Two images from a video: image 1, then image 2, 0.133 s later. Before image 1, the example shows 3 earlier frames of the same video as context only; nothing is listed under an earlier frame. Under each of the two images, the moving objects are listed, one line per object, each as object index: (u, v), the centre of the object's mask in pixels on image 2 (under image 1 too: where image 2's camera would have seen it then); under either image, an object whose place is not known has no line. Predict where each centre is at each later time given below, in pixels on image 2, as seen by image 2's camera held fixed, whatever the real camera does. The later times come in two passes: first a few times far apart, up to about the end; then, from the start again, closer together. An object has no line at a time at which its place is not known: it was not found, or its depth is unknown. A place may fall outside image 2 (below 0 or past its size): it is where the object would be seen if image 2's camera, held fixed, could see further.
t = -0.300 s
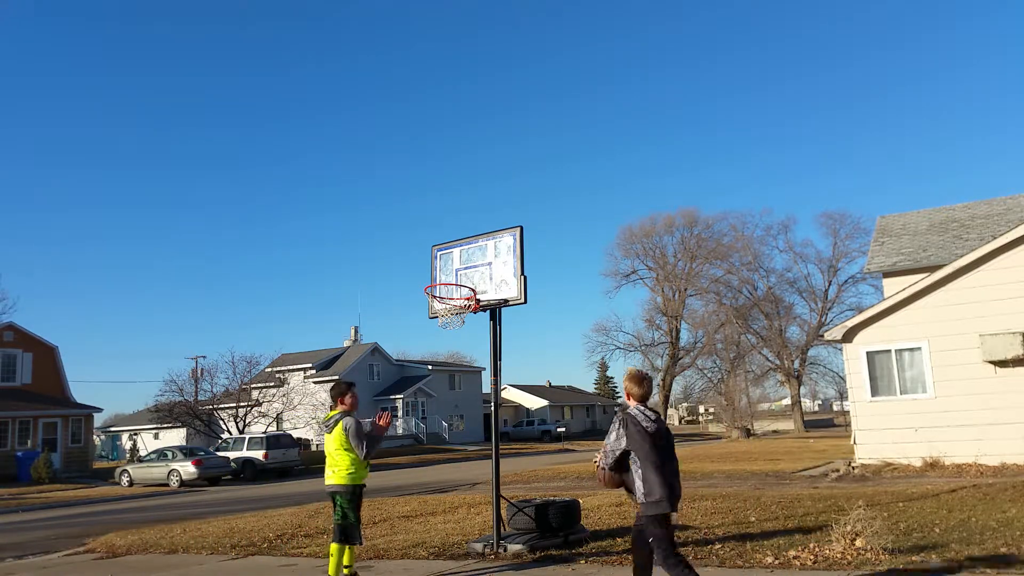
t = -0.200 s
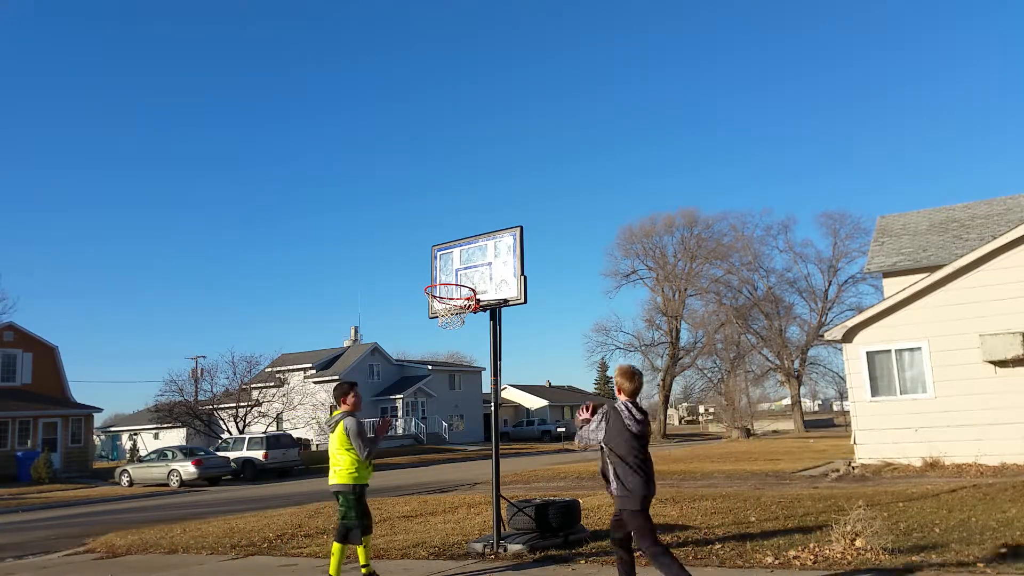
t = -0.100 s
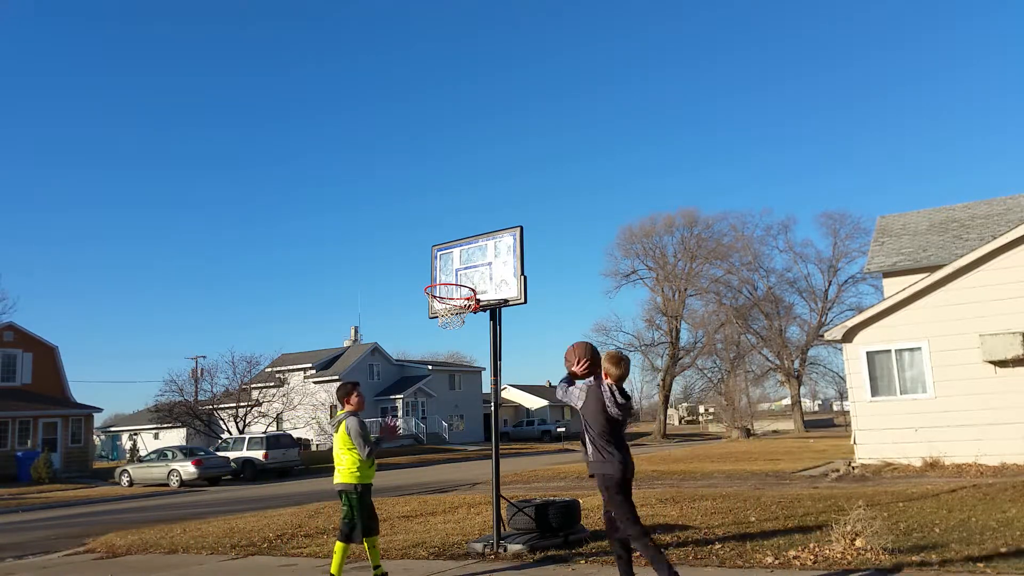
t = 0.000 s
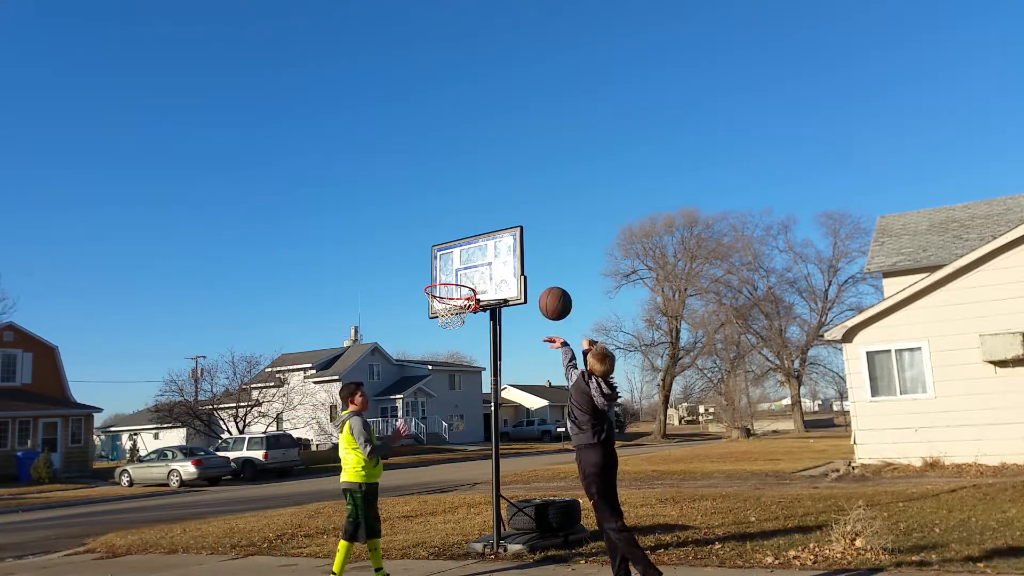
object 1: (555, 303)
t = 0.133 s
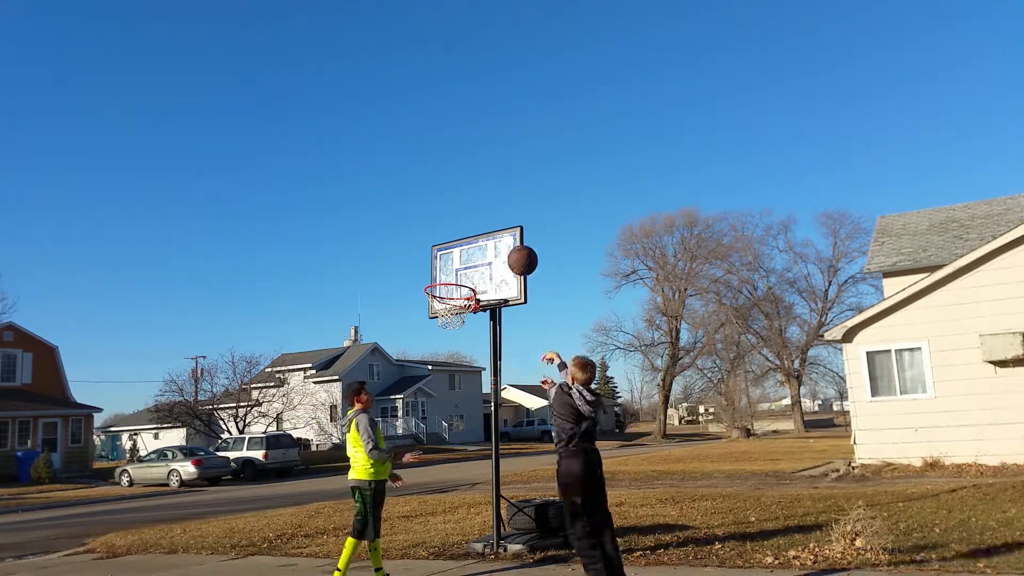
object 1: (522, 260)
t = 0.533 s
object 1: (459, 271)
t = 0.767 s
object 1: (415, 293)
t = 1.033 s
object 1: (378, 353)
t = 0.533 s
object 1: (459, 271)
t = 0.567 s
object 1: (451, 275)
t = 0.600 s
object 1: (442, 283)
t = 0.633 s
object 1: (436, 286)
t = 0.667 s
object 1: (430, 287)
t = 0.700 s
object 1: (425, 288)
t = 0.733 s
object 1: (419, 289)
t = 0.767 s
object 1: (415, 293)
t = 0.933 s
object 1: (391, 323)
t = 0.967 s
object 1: (387, 332)
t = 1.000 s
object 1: (383, 342)
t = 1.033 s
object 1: (378, 353)
